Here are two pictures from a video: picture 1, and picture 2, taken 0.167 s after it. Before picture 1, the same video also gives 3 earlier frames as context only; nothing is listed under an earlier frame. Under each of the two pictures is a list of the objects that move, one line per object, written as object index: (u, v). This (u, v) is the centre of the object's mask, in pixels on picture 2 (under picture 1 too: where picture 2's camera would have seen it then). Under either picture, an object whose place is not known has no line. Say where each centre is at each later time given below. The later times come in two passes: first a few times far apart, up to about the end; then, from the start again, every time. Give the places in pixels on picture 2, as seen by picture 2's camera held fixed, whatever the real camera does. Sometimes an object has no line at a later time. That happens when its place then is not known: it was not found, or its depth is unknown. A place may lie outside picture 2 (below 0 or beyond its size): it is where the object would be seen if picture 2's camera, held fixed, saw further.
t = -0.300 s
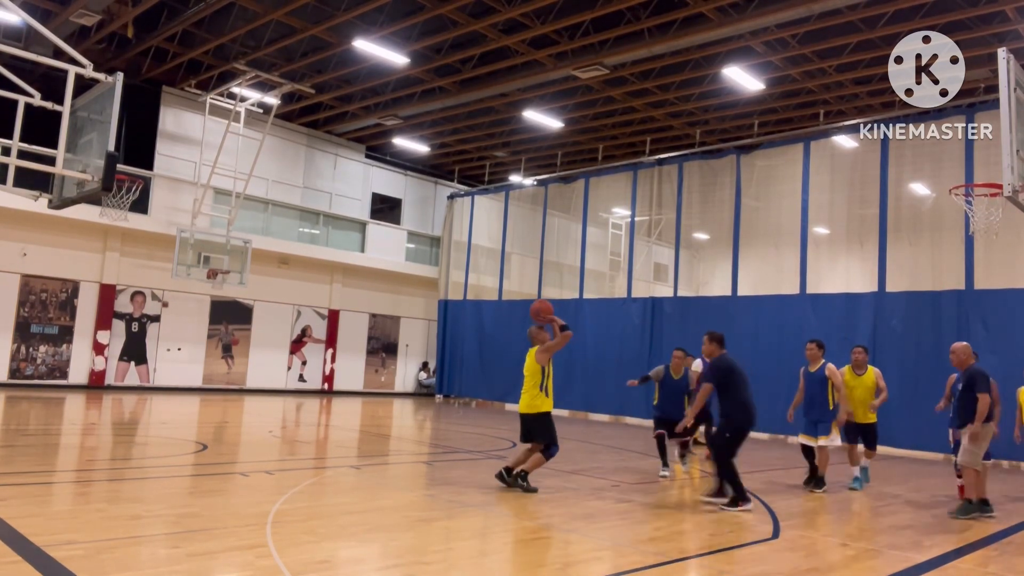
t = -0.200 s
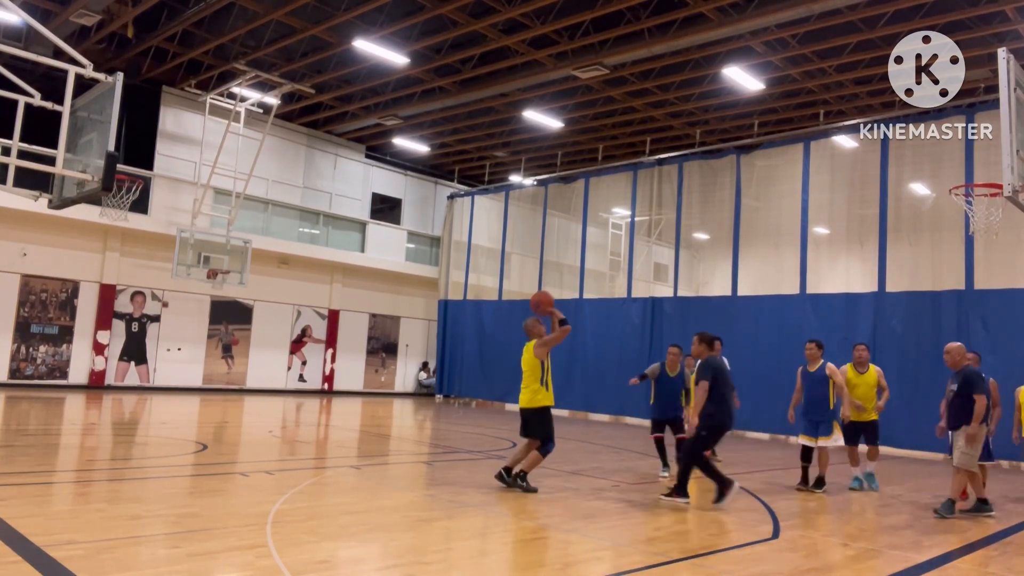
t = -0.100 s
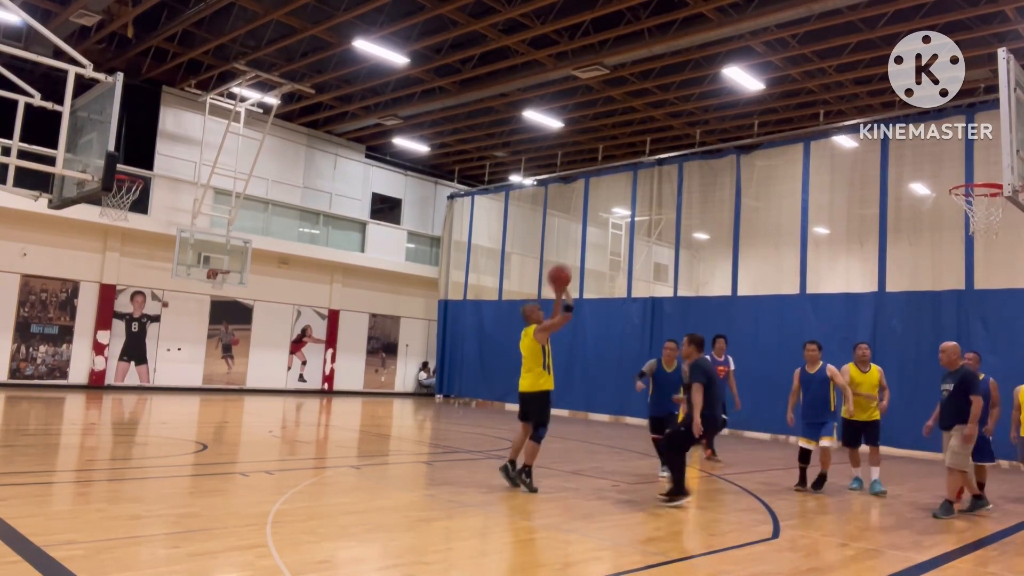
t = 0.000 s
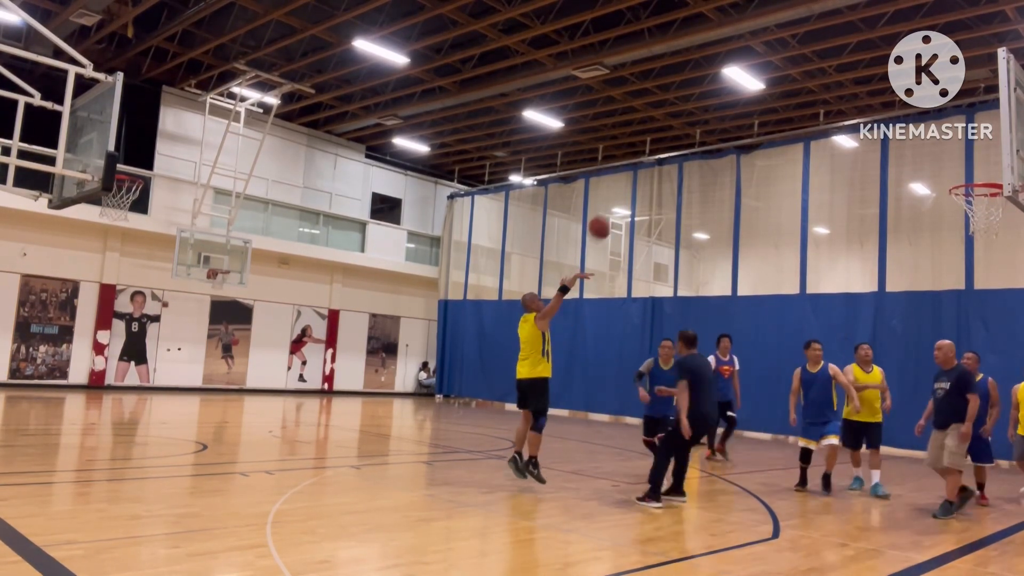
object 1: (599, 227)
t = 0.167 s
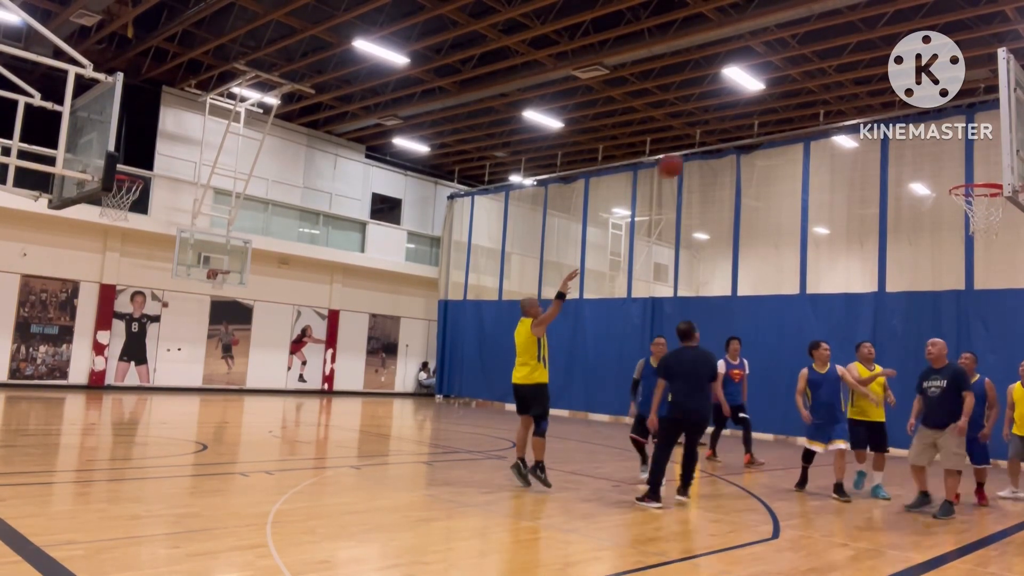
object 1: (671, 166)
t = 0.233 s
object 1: (699, 147)
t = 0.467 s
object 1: (796, 118)
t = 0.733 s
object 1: (907, 151)
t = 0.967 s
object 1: (952, 166)
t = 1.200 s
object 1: (961, 180)
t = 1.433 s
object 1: (990, 176)
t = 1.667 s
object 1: (995, 174)
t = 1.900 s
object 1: (995, 172)
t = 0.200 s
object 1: (685, 156)
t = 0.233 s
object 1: (699, 147)
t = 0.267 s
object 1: (713, 140)
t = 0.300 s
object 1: (727, 133)
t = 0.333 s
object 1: (741, 128)
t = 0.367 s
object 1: (754, 124)
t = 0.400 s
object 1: (768, 121)
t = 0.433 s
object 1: (783, 119)
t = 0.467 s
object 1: (796, 118)
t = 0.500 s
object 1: (809, 119)
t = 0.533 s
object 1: (823, 119)
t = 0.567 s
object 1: (838, 120)
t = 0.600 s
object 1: (850, 124)
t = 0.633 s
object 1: (865, 129)
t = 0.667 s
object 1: (877, 135)
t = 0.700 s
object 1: (893, 146)
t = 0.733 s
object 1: (907, 151)
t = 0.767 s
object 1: (921, 160)
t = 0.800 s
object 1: (935, 170)
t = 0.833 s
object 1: (947, 179)
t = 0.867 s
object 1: (948, 175)
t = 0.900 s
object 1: (950, 170)
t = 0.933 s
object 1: (951, 168)
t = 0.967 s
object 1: (952, 166)
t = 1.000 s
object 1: (953, 166)
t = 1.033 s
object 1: (954, 166)
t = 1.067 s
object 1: (955, 168)
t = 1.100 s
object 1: (956, 170)
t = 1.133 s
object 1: (957, 174)
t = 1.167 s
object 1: (958, 178)
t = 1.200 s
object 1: (961, 180)
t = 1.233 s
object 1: (965, 180)
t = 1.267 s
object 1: (969, 177)
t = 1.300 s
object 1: (974, 176)
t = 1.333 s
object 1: (979, 176)
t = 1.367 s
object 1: (984, 177)
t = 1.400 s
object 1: (987, 176)
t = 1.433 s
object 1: (990, 176)
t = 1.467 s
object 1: (991, 176)
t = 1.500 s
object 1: (992, 176)
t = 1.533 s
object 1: (993, 177)
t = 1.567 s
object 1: (994, 176)
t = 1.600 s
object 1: (995, 175)
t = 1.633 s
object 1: (995, 174)
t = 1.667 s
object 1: (995, 174)
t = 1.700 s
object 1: (995, 173)
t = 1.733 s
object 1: (995, 173)
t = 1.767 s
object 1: (995, 172)
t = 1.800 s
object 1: (995, 172)
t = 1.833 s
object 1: (995, 172)
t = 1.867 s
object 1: (995, 171)
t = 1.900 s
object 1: (995, 172)
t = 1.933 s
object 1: (995, 172)
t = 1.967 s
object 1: (996, 173)
